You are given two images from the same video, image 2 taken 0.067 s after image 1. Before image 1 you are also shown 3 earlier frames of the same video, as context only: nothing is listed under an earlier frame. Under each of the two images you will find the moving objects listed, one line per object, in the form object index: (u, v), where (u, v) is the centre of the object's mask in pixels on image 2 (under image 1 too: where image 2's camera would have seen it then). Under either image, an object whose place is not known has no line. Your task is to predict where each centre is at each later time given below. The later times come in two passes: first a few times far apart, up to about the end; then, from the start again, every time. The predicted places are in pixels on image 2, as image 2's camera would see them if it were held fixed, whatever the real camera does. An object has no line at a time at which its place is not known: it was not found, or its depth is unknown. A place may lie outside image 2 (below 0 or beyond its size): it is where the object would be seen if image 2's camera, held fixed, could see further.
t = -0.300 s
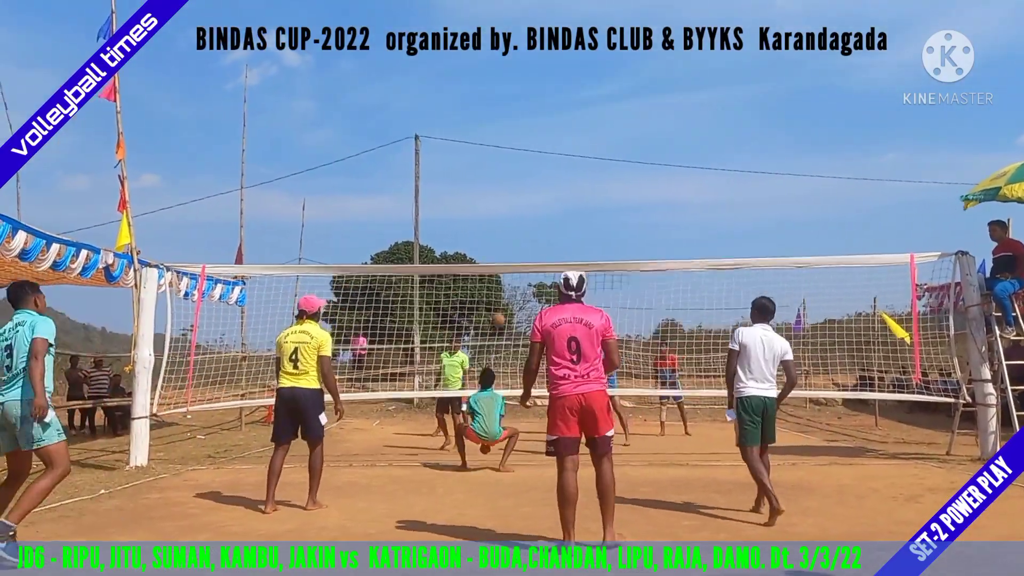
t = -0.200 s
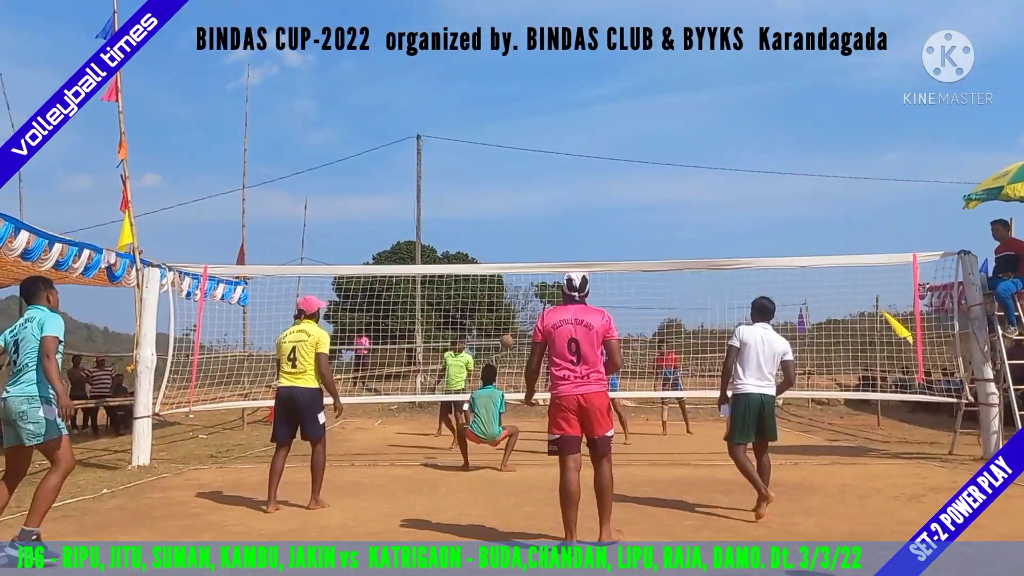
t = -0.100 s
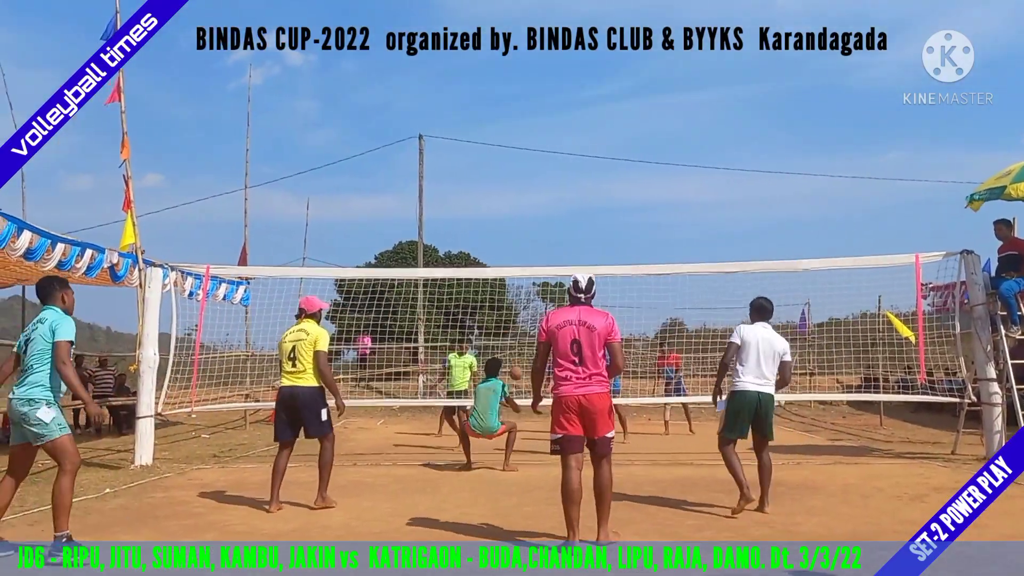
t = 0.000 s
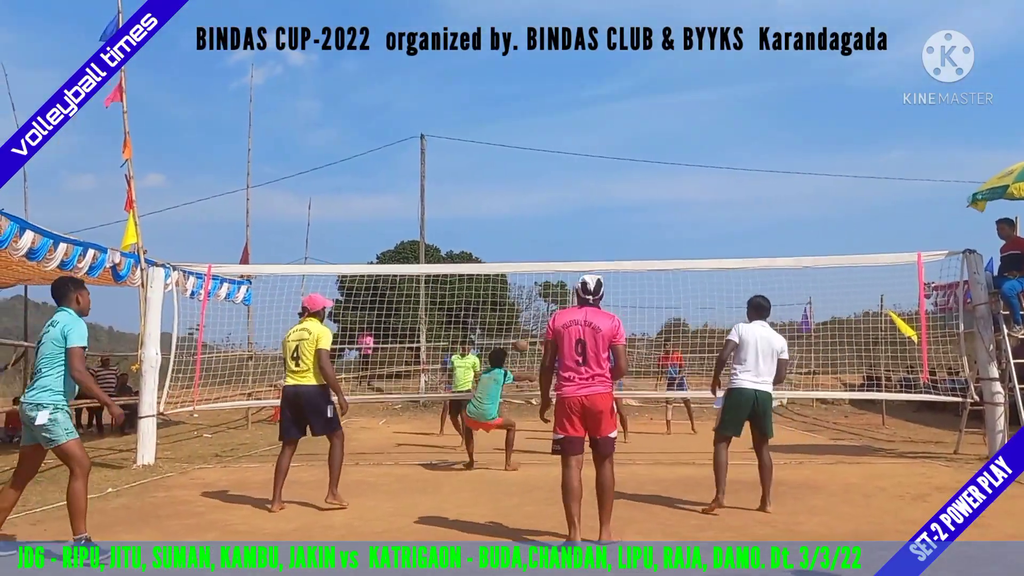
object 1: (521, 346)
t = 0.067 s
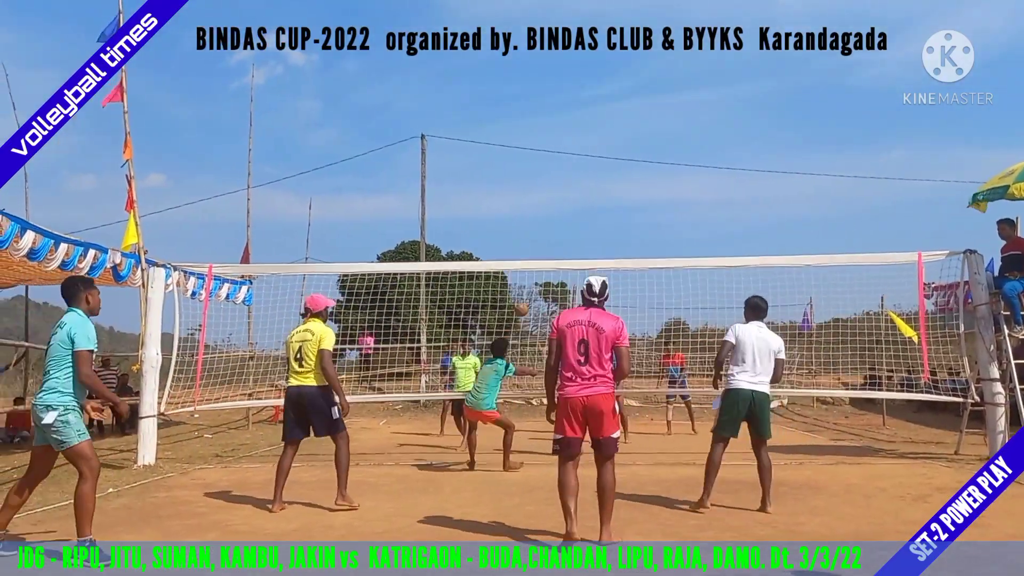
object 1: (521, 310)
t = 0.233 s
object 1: (521, 233)
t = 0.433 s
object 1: (521, 170)
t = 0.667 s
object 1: (520, 135)
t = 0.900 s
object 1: (519, 147)
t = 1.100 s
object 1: (518, 199)
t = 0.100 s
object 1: (521, 292)
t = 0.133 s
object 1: (522, 277)
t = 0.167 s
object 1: (522, 262)
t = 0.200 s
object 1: (522, 247)
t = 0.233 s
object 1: (521, 233)
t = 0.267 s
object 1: (522, 221)
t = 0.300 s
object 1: (521, 209)
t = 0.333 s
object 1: (521, 197)
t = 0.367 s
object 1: (521, 187)
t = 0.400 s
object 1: (521, 178)
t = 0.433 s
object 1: (521, 170)
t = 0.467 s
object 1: (521, 162)
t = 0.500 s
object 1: (521, 155)
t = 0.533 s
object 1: (521, 149)
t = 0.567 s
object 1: (521, 144)
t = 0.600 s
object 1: (520, 140)
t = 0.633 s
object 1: (520, 137)
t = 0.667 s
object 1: (520, 135)
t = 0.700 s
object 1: (520, 134)
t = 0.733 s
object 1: (520, 133)
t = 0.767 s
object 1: (520, 134)
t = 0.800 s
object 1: (520, 136)
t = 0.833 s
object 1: (519, 139)
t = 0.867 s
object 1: (519, 142)
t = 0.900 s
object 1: (519, 147)
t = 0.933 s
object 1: (519, 153)
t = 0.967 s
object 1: (519, 160)
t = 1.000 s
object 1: (518, 168)
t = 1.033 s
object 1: (518, 178)
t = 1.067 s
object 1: (518, 188)
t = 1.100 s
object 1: (518, 199)
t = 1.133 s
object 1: (518, 212)
